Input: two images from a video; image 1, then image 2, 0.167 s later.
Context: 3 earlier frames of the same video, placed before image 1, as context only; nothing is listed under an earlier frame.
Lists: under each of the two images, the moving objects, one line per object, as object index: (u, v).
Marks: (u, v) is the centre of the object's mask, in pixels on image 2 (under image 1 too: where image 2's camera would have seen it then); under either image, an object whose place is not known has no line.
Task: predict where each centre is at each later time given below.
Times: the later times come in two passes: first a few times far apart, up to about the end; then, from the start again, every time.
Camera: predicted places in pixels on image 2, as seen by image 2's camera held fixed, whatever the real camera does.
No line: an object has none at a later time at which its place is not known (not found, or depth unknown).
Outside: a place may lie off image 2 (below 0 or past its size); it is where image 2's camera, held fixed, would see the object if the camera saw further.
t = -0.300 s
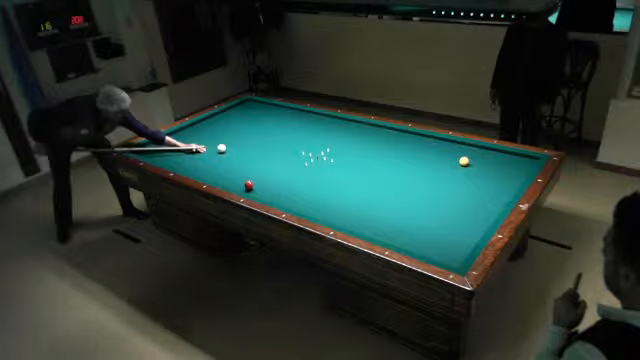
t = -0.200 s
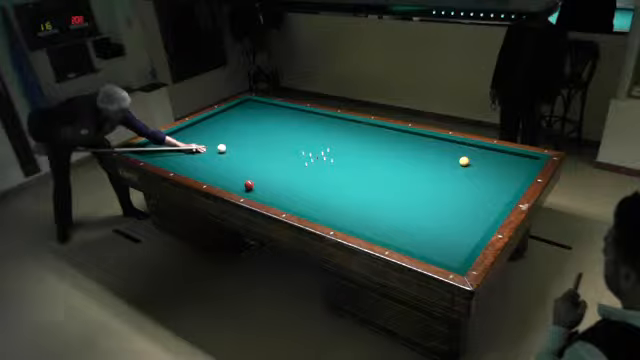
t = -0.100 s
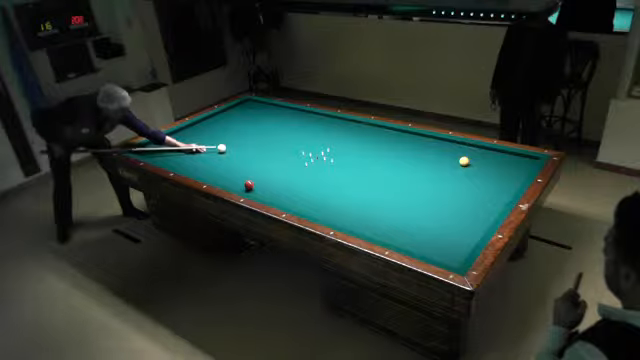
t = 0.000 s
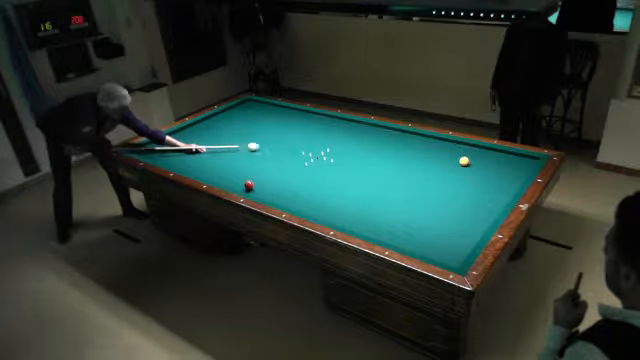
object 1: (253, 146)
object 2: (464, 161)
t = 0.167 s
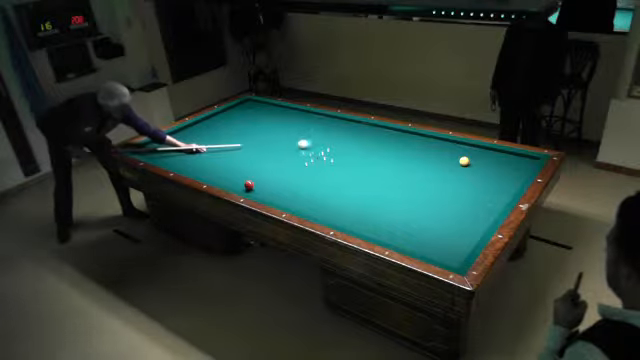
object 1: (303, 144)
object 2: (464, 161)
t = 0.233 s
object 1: (324, 142)
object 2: (464, 161)
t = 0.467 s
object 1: (387, 139)
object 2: (464, 161)
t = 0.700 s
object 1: (437, 142)
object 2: (464, 161)
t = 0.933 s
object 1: (459, 158)
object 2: (468, 164)
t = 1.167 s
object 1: (469, 160)
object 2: (493, 180)
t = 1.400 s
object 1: (481, 163)
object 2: (504, 192)
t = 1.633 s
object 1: (493, 166)
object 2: (482, 193)
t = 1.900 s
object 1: (507, 169)
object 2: (458, 196)
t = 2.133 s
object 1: (519, 172)
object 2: (437, 198)
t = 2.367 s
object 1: (521, 171)
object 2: (416, 199)
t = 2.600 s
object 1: (517, 169)
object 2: (396, 201)
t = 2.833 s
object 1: (513, 166)
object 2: (377, 203)
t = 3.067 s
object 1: (509, 164)
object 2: (358, 205)
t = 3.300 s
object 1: (506, 162)
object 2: (339, 206)
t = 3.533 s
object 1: (503, 160)
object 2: (321, 208)
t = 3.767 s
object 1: (500, 159)
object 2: (304, 208)
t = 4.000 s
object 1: (498, 156)
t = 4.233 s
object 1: (496, 155)
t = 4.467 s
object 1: (494, 154)
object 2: (285, 195)
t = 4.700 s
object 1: (492, 153)
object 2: (281, 189)
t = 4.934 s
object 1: (491, 151)
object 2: (277, 185)
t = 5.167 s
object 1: (490, 151)
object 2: (273, 181)
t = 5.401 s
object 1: (489, 150)
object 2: (270, 177)
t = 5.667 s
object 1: (488, 149)
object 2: (266, 172)
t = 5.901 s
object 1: (486, 149)
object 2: (264, 169)
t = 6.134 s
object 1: (486, 149)
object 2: (261, 166)
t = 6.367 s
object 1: (485, 148)
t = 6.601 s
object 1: (485, 148)
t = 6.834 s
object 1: (485, 148)
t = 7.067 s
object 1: (485, 149)
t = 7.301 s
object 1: (485, 148)
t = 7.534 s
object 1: (485, 148)
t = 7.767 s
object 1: (485, 148)
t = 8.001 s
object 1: (485, 148)
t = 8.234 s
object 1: (485, 148)
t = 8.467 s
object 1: (485, 148)
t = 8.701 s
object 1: (485, 148)
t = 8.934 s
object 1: (485, 148)
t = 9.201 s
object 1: (485, 148)
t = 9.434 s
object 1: (485, 148)
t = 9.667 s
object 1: (485, 148)
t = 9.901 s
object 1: (485, 148)
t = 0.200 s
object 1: (313, 143)
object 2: (464, 161)
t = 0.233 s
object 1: (324, 142)
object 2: (464, 161)
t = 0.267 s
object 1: (332, 142)
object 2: (464, 161)
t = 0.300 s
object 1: (341, 141)
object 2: (464, 161)
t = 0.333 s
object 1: (350, 141)
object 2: (464, 161)
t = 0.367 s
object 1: (359, 140)
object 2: (464, 161)
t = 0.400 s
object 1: (369, 140)
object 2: (464, 161)
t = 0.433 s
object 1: (377, 140)
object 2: (464, 161)
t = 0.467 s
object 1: (387, 139)
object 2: (464, 161)
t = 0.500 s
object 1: (396, 138)
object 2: (464, 161)
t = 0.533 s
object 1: (404, 138)
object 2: (464, 161)
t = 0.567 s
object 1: (414, 137)
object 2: (464, 161)
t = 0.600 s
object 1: (423, 137)
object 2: (464, 161)
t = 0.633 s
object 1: (431, 137)
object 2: (464, 161)
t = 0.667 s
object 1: (434, 140)
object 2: (464, 161)
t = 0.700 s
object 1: (437, 142)
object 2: (464, 161)
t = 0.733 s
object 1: (440, 145)
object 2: (464, 161)
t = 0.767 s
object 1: (443, 147)
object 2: (464, 161)
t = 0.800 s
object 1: (446, 150)
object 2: (464, 161)
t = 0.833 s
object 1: (450, 152)
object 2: (464, 161)
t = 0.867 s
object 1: (454, 155)
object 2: (464, 161)
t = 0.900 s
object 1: (458, 157)
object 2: (465, 162)
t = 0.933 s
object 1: (459, 158)
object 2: (468, 164)
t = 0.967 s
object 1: (460, 158)
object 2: (472, 166)
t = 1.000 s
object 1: (461, 158)
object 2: (476, 169)
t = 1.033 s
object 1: (462, 158)
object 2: (479, 171)
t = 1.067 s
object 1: (464, 159)
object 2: (483, 174)
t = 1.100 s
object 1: (465, 159)
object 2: (486, 176)
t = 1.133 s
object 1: (467, 159)
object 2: (489, 178)
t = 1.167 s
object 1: (469, 160)
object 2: (493, 180)
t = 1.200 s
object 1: (470, 160)
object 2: (496, 182)
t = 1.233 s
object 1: (473, 160)
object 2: (499, 184)
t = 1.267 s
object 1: (474, 161)
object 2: (502, 186)
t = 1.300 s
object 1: (476, 161)
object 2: (505, 188)
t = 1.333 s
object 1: (478, 162)
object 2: (508, 191)
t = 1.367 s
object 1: (480, 162)
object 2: (507, 192)
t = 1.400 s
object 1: (481, 163)
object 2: (504, 192)
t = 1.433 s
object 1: (483, 163)
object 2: (500, 192)
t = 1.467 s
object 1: (484, 163)
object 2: (497, 192)
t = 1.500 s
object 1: (486, 164)
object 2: (494, 192)
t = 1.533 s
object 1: (488, 164)
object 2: (490, 193)
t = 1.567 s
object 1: (490, 165)
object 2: (488, 193)
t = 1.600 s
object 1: (492, 165)
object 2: (485, 193)
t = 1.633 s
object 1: (493, 166)
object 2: (482, 193)
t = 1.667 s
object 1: (495, 166)
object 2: (479, 194)
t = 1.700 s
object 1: (497, 166)
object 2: (475, 194)
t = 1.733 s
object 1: (498, 167)
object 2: (472, 194)
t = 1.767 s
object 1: (500, 167)
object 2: (469, 195)
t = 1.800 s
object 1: (502, 167)
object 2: (467, 194)
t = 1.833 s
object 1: (504, 168)
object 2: (463, 195)
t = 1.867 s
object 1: (505, 169)
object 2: (460, 196)
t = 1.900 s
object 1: (507, 169)
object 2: (458, 196)
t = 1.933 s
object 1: (508, 169)
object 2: (454, 196)
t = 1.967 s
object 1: (510, 169)
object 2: (452, 197)
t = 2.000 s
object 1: (512, 170)
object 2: (449, 197)
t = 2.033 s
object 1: (514, 170)
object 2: (446, 197)
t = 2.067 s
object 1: (516, 171)
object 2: (442, 197)
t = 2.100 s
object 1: (517, 171)
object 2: (440, 198)
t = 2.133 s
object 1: (519, 172)
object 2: (437, 198)
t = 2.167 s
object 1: (521, 172)
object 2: (433, 198)
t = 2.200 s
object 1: (523, 172)
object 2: (431, 198)
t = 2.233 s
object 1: (524, 172)
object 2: (428, 198)
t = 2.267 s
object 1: (523, 172)
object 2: (425, 199)
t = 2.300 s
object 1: (522, 172)
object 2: (422, 199)
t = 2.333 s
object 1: (522, 171)
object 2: (419, 199)
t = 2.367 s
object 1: (521, 171)
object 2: (416, 199)
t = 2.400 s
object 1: (521, 171)
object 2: (413, 200)
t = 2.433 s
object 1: (520, 170)
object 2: (410, 200)
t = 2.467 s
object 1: (519, 170)
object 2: (407, 200)
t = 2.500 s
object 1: (519, 170)
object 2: (405, 201)
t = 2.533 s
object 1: (518, 169)
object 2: (402, 201)
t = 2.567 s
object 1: (518, 169)
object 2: (399, 201)
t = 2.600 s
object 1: (517, 169)
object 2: (396, 201)
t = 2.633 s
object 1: (516, 168)
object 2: (393, 202)
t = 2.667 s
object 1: (516, 168)
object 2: (390, 202)
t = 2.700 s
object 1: (515, 168)
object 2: (388, 202)
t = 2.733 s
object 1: (515, 167)
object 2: (385, 202)
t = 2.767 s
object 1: (514, 167)
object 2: (382, 203)
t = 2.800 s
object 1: (514, 166)
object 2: (380, 203)
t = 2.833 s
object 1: (513, 166)
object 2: (377, 203)
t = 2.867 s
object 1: (513, 166)
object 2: (374, 203)
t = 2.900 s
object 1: (512, 165)
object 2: (371, 203)
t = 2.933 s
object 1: (511, 165)
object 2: (368, 204)
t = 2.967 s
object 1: (511, 165)
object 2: (366, 204)
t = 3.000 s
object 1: (510, 165)
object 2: (363, 204)
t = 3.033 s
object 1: (510, 164)
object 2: (360, 204)
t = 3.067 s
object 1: (509, 164)
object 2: (358, 205)
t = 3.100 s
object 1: (509, 163)
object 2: (355, 205)
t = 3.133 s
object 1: (508, 162)
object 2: (352, 205)
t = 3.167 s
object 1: (508, 163)
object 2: (349, 205)
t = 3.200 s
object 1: (507, 163)
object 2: (347, 206)
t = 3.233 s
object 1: (506, 162)
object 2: (344, 206)
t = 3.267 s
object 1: (506, 162)
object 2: (341, 206)
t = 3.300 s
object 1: (506, 162)
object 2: (339, 206)
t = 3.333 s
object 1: (505, 162)
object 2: (336, 207)
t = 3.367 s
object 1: (506, 161)
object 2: (334, 207)
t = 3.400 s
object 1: (505, 161)
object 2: (331, 207)
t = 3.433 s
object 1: (504, 161)
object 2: (328, 207)
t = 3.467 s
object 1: (504, 160)
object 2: (326, 207)
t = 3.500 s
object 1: (504, 160)
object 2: (324, 208)
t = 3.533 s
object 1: (503, 160)
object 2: (321, 208)
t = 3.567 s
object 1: (503, 160)
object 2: (318, 208)
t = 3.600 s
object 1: (503, 159)
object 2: (316, 208)
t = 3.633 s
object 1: (502, 159)
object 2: (313, 208)
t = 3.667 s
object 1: (502, 159)
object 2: (310, 209)
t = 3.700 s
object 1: (501, 159)
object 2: (308, 209)
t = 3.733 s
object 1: (501, 159)
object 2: (306, 208)
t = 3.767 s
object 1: (500, 159)
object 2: (304, 208)
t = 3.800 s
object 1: (500, 158)
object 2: (300, 208)
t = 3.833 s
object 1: (500, 158)
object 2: (299, 208)
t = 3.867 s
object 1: (499, 157)
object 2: (298, 207)
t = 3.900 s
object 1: (500, 157)
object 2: (297, 206)
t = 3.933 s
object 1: (499, 157)
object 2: (295, 203)
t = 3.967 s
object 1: (499, 157)
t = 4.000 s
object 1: (498, 156)
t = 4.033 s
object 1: (498, 156)
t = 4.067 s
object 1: (498, 156)
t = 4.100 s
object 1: (497, 156)
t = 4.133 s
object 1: (497, 156)
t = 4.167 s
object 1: (497, 155)
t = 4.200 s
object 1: (496, 155)
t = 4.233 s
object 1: (496, 155)
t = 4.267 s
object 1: (496, 155)
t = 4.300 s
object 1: (496, 154)
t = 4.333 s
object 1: (495, 155)
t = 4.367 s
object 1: (495, 154)
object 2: (289, 195)
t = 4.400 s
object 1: (495, 154)
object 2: (287, 195)
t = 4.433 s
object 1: (494, 154)
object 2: (286, 195)
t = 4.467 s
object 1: (494, 154)
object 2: (285, 195)
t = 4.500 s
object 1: (494, 154)
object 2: (285, 194)
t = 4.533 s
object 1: (494, 154)
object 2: (284, 193)
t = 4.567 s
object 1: (493, 153)
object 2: (283, 192)
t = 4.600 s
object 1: (493, 153)
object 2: (283, 192)
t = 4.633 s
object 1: (493, 153)
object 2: (282, 191)
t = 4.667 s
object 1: (493, 153)
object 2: (282, 190)
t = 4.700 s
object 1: (492, 153)
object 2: (281, 189)
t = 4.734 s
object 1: (492, 152)
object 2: (281, 189)
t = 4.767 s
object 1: (492, 152)
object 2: (281, 189)
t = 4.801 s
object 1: (491, 152)
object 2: (279, 188)
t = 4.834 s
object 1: (491, 152)
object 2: (280, 187)
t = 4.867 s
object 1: (491, 152)
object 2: (278, 186)
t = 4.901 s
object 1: (491, 152)
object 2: (278, 186)
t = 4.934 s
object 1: (491, 151)
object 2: (277, 185)
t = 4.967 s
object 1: (491, 151)
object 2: (277, 185)
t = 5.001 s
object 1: (491, 151)
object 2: (276, 184)
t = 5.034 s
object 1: (490, 151)
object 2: (276, 183)
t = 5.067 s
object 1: (490, 151)
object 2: (275, 182)
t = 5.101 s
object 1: (490, 151)
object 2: (275, 182)
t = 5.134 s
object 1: (490, 151)
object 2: (274, 182)
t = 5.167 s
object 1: (490, 151)
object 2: (273, 181)
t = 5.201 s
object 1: (490, 151)
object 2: (273, 180)
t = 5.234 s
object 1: (489, 150)
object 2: (273, 179)
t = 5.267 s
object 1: (489, 150)
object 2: (272, 179)
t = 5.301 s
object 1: (489, 150)
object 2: (272, 179)
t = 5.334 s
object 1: (489, 150)
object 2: (271, 178)
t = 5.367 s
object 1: (489, 150)
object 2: (271, 177)
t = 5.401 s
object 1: (489, 150)
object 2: (270, 177)
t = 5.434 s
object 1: (488, 150)
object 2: (270, 176)
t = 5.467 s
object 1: (488, 150)
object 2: (269, 175)
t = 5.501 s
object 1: (488, 149)
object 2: (269, 175)
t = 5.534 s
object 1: (488, 149)
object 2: (269, 175)
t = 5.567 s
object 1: (488, 149)
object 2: (268, 174)
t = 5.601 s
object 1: (488, 149)
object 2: (268, 174)
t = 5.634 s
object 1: (488, 149)
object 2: (268, 173)
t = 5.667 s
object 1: (488, 149)
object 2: (266, 172)
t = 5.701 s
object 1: (488, 149)
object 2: (266, 172)
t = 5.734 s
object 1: (487, 149)
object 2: (266, 171)
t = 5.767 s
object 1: (487, 149)
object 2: (266, 171)
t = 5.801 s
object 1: (487, 149)
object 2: (265, 170)
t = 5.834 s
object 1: (487, 149)
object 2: (265, 170)
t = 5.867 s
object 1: (487, 149)
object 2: (264, 169)
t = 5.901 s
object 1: (486, 149)
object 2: (264, 169)
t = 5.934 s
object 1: (486, 149)
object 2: (264, 169)
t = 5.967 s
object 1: (486, 149)
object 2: (263, 168)
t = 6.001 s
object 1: (486, 149)
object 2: (263, 168)
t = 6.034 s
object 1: (486, 149)
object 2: (262, 167)
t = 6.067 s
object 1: (486, 149)
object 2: (261, 166)
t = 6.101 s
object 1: (486, 149)
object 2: (261, 166)
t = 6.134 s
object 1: (486, 149)
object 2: (261, 166)
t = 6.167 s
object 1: (486, 149)
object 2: (261, 165)
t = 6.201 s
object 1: (486, 148)
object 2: (260, 165)
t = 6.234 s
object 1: (485, 148)
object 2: (260, 165)
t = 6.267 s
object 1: (485, 148)
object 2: (260, 164)
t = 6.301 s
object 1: (485, 148)
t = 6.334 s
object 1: (485, 149)
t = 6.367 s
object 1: (485, 148)
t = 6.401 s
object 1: (485, 148)
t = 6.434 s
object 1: (485, 149)
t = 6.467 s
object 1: (485, 148)
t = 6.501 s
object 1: (485, 148)
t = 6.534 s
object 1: (485, 148)
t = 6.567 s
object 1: (485, 148)
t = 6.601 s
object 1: (485, 148)
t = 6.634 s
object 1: (485, 148)
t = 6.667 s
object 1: (485, 148)
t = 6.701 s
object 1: (485, 148)
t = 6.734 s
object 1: (485, 148)
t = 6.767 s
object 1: (485, 148)
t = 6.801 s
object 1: (485, 148)
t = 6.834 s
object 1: (485, 148)
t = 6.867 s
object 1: (485, 148)
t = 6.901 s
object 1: (485, 149)
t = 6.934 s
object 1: (485, 148)
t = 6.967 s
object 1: (485, 148)
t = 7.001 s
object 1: (485, 148)
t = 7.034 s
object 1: (485, 148)
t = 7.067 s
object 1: (485, 149)
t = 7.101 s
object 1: (485, 149)
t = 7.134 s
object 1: (485, 149)
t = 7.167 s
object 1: (485, 149)
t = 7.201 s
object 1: (485, 148)
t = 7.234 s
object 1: (485, 148)
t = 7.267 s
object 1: (485, 148)
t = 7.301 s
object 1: (485, 148)
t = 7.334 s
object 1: (485, 148)
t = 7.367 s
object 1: (485, 148)
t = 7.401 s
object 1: (485, 148)
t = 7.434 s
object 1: (485, 148)
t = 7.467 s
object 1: (485, 148)
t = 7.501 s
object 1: (485, 148)
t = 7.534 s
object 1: (485, 148)
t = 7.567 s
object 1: (485, 148)
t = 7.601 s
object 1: (485, 148)
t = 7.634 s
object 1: (485, 148)
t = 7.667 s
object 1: (485, 148)
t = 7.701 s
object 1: (485, 148)
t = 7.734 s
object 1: (485, 148)
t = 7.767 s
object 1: (485, 148)
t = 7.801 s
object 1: (485, 148)
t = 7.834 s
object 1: (485, 148)
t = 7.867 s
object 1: (485, 148)
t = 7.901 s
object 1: (485, 148)
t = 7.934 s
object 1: (485, 148)
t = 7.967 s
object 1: (485, 148)
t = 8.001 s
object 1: (485, 148)
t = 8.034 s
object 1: (485, 148)
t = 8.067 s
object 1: (485, 148)
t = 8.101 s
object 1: (485, 148)
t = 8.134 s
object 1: (485, 148)
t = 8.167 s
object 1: (485, 148)
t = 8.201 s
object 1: (485, 148)
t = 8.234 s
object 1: (485, 148)
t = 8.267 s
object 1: (485, 148)
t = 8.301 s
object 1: (485, 148)
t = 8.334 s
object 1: (485, 148)
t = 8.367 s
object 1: (485, 148)
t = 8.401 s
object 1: (485, 148)
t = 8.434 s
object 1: (485, 148)
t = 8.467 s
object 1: (485, 148)
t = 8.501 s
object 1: (485, 148)
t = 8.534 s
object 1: (485, 148)
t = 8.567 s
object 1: (485, 148)
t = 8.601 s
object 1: (485, 148)
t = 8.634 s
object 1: (485, 148)
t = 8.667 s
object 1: (485, 148)
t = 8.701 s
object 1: (485, 148)
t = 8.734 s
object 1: (485, 148)
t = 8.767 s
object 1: (485, 148)
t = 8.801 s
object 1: (485, 148)
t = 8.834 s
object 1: (485, 148)
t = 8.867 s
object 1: (485, 148)
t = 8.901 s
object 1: (485, 148)
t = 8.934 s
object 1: (485, 148)
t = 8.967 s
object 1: (485, 148)
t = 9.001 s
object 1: (485, 148)
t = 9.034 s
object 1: (485, 148)
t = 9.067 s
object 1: (485, 148)
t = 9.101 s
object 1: (485, 148)
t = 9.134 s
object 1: (485, 148)
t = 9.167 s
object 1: (485, 148)
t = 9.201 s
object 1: (485, 148)
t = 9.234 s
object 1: (485, 148)
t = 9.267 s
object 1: (485, 148)
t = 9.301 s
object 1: (485, 148)
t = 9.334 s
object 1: (485, 148)
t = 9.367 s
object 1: (485, 148)
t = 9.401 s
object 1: (485, 148)
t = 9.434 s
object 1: (485, 148)
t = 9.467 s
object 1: (485, 148)
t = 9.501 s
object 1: (485, 148)
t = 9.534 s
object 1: (485, 148)
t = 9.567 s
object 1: (485, 148)
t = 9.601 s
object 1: (485, 148)
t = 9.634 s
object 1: (485, 148)
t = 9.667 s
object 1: (485, 148)
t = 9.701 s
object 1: (485, 148)
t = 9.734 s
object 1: (485, 148)
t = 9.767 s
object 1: (485, 148)
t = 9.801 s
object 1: (485, 148)
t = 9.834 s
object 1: (485, 148)
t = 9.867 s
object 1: (485, 148)
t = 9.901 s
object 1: (485, 148)
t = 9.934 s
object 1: (485, 148)
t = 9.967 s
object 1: (485, 148)
